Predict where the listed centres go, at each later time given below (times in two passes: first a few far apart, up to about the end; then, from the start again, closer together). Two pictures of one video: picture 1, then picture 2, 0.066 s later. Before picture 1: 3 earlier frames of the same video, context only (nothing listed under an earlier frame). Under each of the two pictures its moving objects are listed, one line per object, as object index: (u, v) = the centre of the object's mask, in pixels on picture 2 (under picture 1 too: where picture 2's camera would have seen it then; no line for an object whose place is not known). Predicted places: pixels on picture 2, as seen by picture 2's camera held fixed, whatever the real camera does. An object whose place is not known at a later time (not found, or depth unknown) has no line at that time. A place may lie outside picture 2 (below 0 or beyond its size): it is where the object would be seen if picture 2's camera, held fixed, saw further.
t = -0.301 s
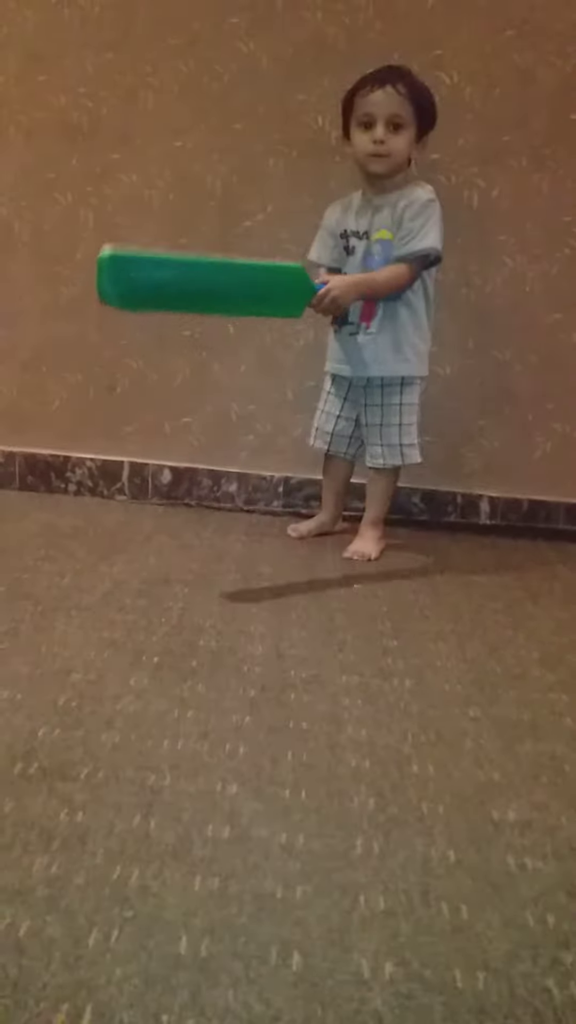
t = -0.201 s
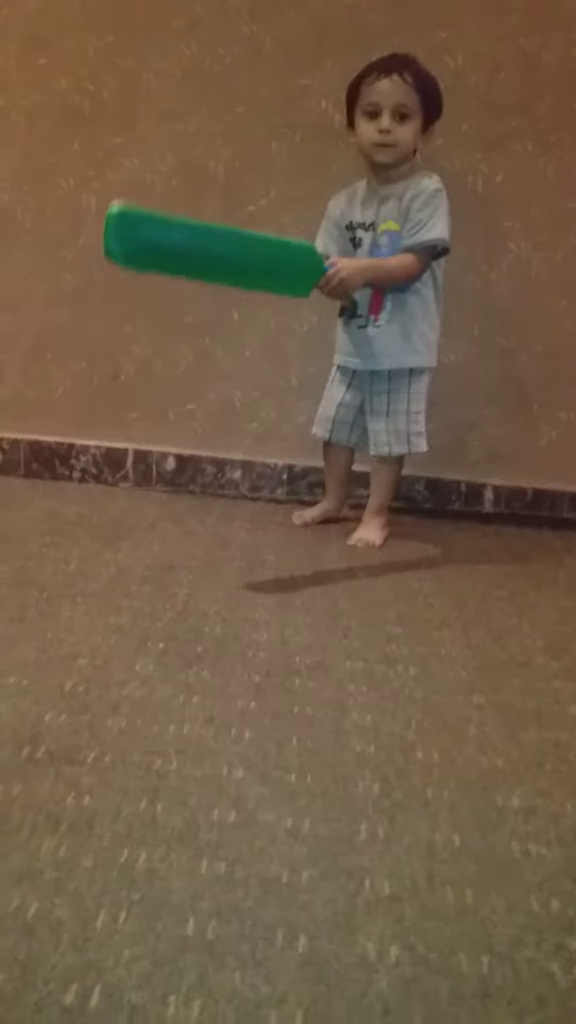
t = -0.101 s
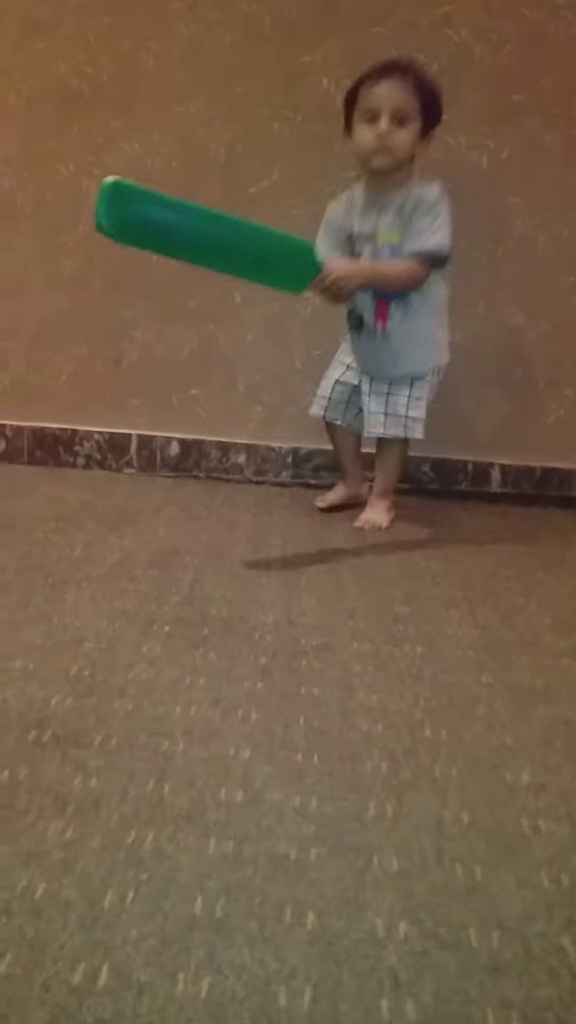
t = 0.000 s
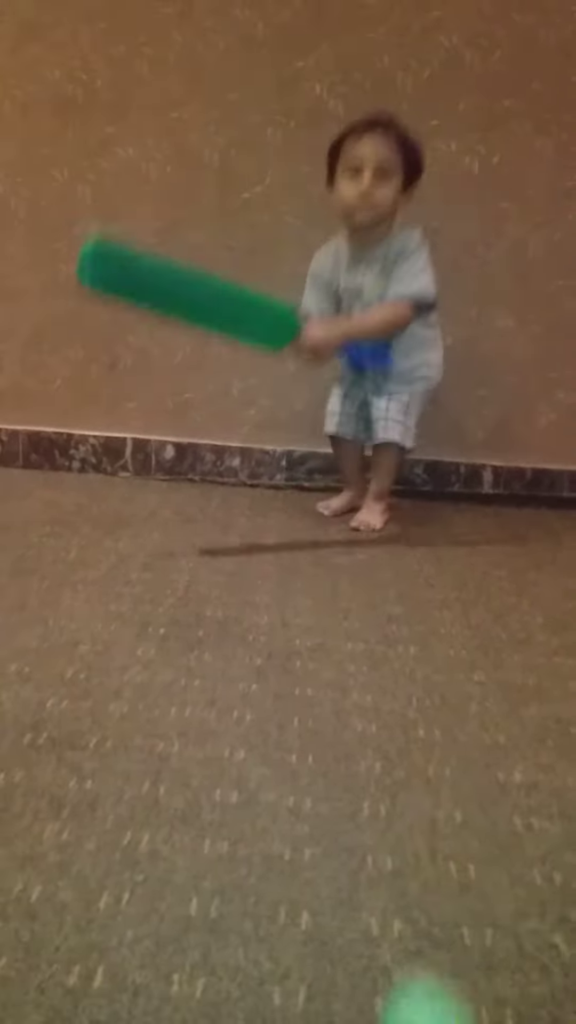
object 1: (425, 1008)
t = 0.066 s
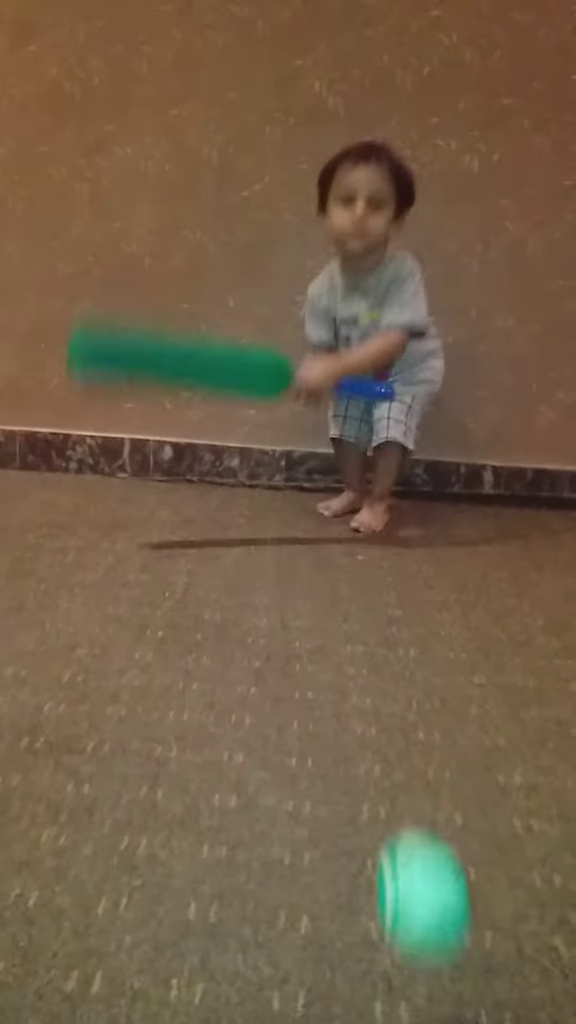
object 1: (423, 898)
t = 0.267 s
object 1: (384, 762)
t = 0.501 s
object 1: (349, 648)
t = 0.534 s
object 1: (347, 642)
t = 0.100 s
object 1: (417, 846)
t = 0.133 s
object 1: (411, 814)
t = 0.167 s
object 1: (404, 796)
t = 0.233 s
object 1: (390, 799)
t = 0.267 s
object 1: (384, 762)
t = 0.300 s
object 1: (377, 724)
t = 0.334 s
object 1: (371, 702)
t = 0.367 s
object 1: (364, 694)
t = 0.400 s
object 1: (357, 694)
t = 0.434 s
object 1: (354, 674)
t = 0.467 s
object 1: (352, 655)
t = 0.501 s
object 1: (349, 648)
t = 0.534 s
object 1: (347, 642)
